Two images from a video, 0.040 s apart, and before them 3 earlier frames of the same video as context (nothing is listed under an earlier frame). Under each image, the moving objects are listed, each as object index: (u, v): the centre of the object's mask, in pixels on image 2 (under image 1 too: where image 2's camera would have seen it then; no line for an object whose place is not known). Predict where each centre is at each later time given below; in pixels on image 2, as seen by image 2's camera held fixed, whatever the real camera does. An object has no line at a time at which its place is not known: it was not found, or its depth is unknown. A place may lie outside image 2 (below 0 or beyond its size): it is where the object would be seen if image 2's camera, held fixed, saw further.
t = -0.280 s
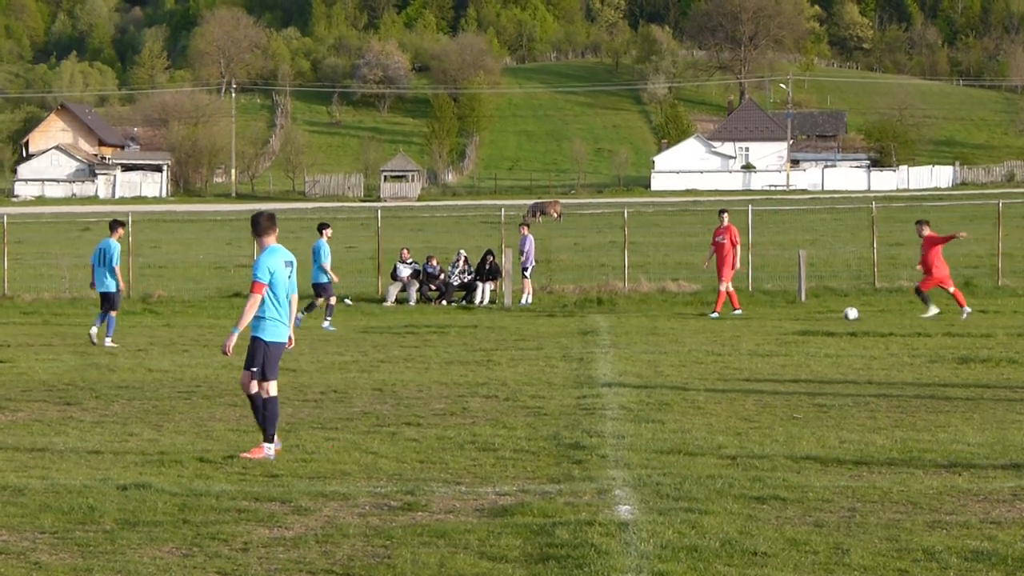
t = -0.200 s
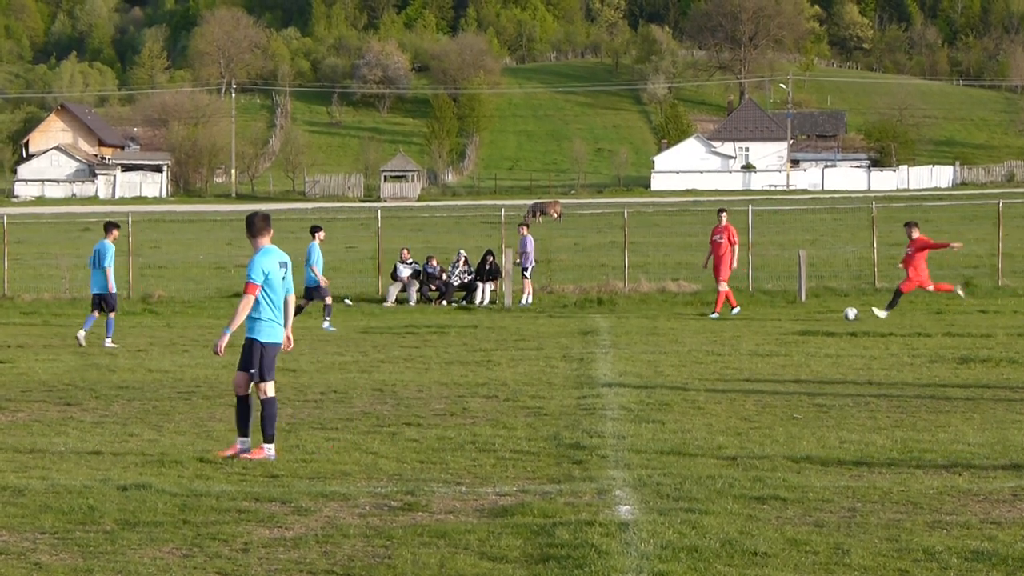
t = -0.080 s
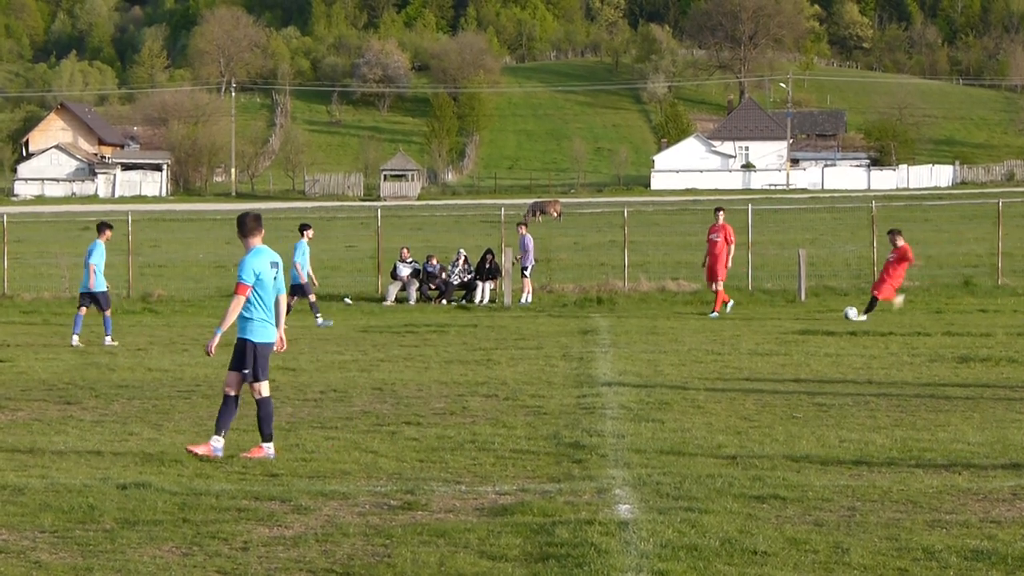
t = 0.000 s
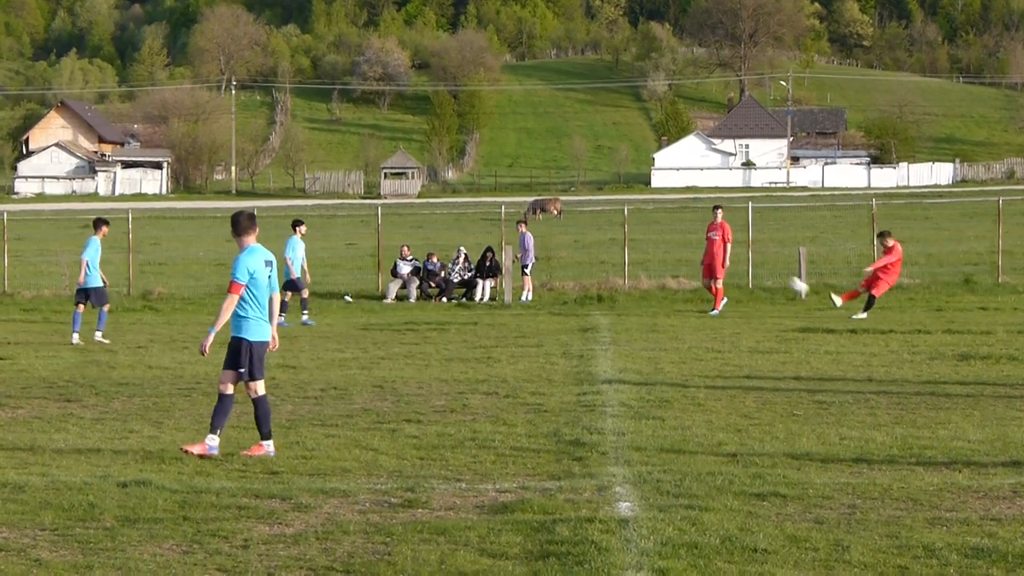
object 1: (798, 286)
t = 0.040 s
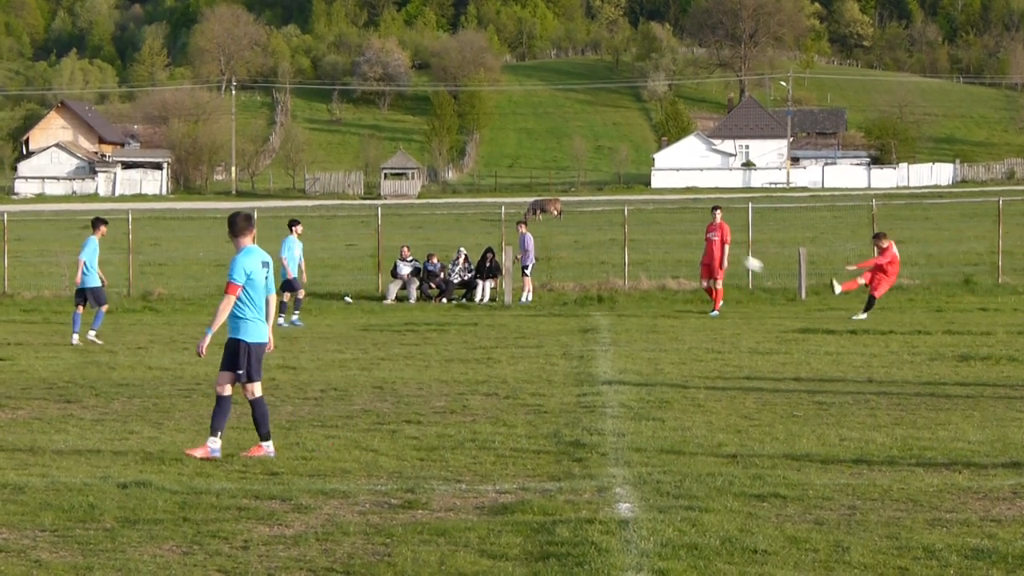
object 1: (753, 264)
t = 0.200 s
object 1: (568, 181)
